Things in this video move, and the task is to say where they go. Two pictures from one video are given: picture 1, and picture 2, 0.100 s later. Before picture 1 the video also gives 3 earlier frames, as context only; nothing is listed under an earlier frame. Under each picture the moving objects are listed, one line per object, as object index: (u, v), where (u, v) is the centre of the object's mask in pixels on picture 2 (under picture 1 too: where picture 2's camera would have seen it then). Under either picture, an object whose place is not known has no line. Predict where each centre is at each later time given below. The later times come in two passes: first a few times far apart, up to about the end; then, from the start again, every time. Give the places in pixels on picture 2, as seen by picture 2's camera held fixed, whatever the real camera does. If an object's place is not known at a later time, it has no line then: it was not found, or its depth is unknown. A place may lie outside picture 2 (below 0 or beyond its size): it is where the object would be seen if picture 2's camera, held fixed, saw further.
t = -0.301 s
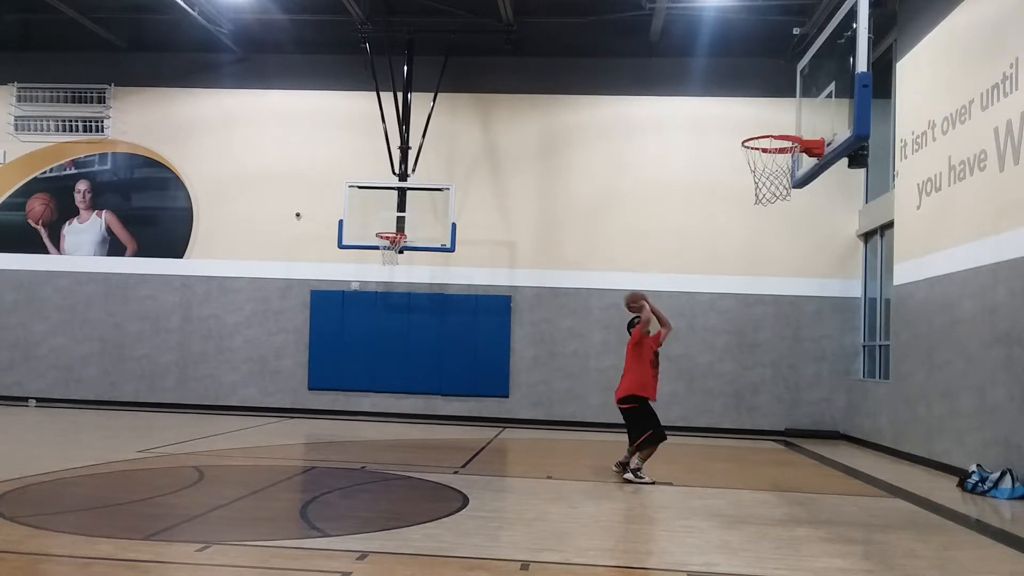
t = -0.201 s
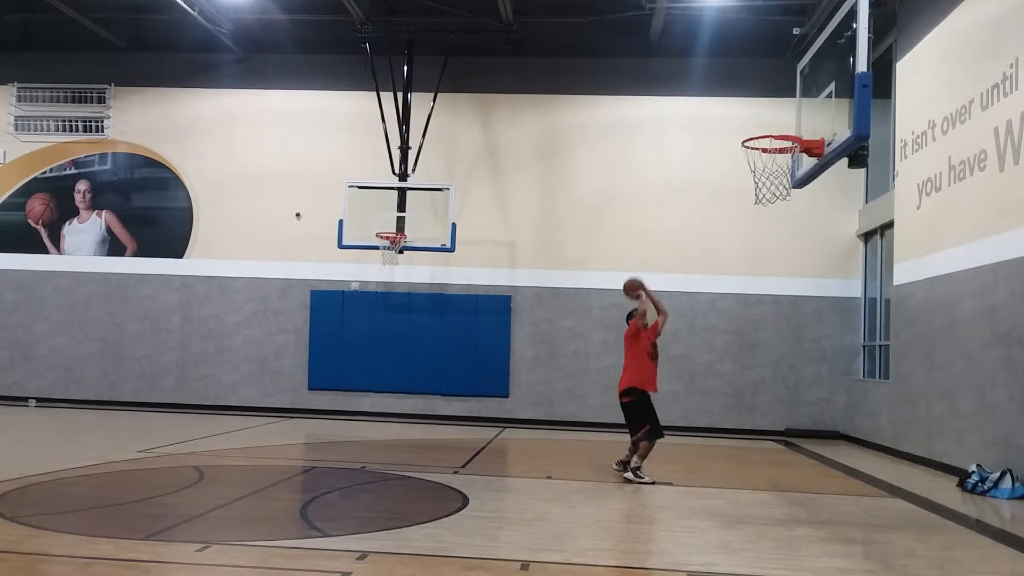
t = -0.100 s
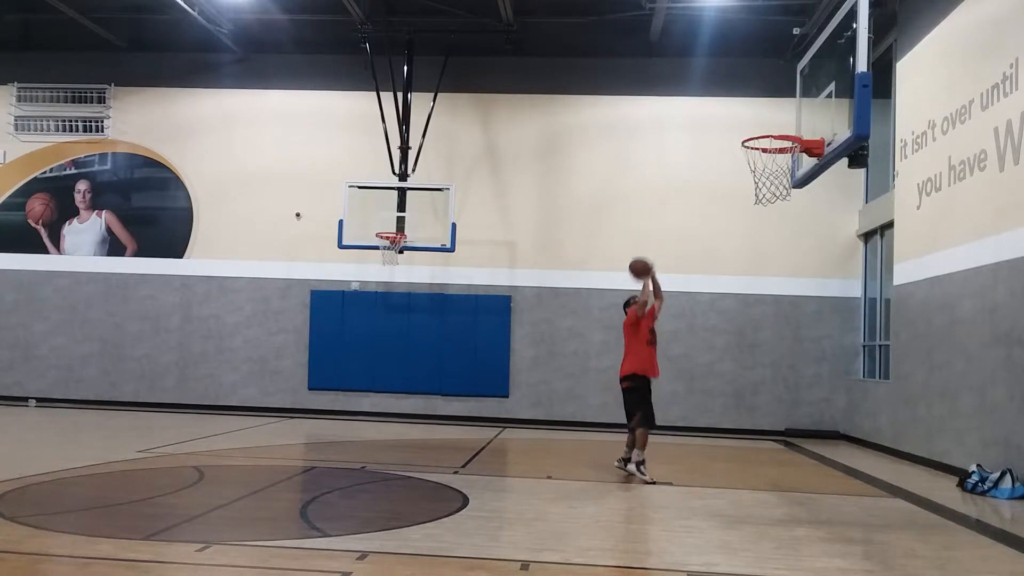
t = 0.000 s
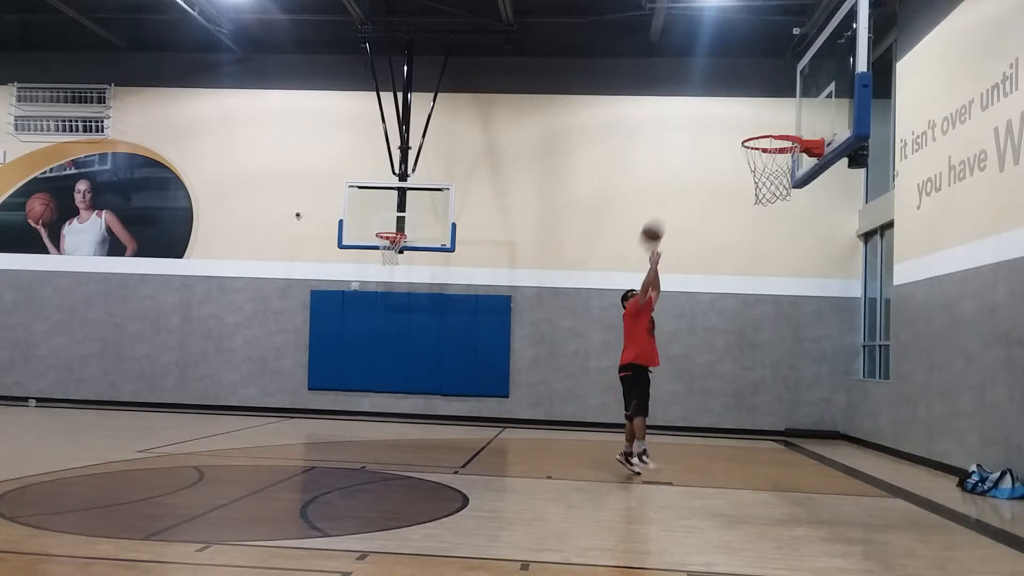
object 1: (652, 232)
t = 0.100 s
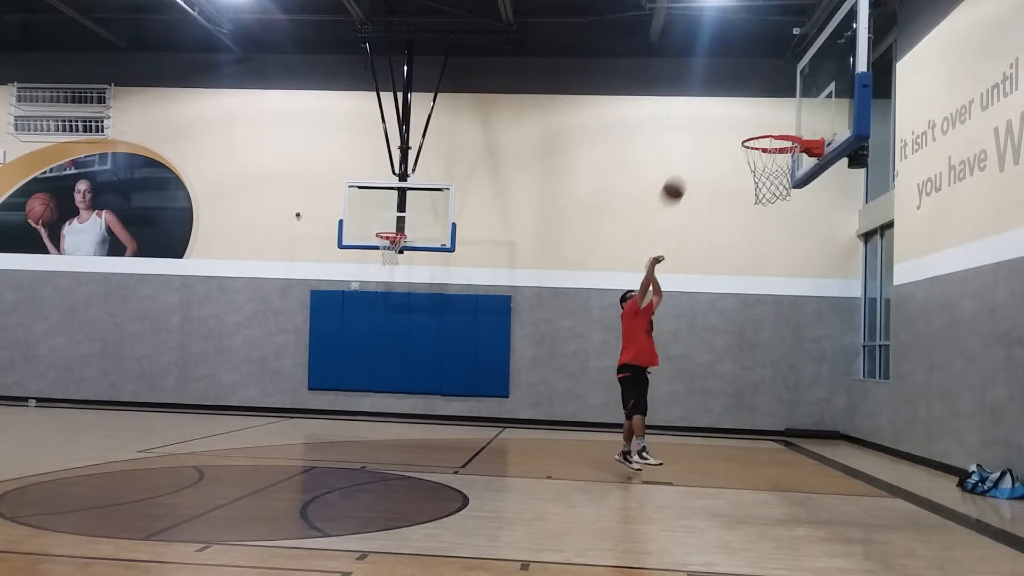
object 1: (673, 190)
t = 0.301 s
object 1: (718, 127)
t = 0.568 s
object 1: (786, 98)
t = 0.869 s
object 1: (762, 161)
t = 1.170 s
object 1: (738, 233)
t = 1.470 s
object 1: (717, 394)
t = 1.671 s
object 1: (709, 468)
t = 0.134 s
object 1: (680, 177)
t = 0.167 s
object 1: (688, 165)
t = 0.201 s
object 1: (695, 155)
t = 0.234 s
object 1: (703, 144)
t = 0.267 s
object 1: (711, 135)
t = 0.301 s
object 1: (718, 127)
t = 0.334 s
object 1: (726, 120)
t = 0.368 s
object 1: (735, 114)
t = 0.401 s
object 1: (743, 108)
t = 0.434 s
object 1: (751, 104)
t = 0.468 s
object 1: (760, 101)
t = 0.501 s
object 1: (768, 99)
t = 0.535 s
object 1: (777, 97)
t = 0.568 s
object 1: (786, 98)
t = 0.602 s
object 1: (795, 99)
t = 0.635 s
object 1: (797, 103)
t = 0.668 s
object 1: (792, 107)
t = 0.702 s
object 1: (788, 113)
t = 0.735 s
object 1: (783, 120)
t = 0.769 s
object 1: (778, 125)
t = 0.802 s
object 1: (773, 137)
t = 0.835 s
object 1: (768, 149)
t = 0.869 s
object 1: (762, 161)
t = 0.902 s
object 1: (757, 173)
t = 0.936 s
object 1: (754, 179)
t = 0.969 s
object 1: (752, 183)
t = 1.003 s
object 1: (749, 189)
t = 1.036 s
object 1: (747, 195)
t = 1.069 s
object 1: (745, 203)
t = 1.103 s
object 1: (743, 211)
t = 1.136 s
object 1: (741, 221)
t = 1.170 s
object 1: (738, 233)
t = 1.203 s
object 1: (736, 245)
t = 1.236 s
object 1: (734, 259)
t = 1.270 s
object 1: (731, 273)
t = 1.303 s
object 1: (729, 292)
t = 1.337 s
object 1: (727, 310)
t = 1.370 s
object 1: (724, 329)
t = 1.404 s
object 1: (721, 350)
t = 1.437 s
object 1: (719, 371)
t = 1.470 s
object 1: (717, 394)
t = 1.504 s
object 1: (714, 418)
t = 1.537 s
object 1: (711, 448)
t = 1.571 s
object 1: (709, 469)
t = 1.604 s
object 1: (705, 503)
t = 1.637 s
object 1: (707, 492)
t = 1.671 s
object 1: (709, 468)
